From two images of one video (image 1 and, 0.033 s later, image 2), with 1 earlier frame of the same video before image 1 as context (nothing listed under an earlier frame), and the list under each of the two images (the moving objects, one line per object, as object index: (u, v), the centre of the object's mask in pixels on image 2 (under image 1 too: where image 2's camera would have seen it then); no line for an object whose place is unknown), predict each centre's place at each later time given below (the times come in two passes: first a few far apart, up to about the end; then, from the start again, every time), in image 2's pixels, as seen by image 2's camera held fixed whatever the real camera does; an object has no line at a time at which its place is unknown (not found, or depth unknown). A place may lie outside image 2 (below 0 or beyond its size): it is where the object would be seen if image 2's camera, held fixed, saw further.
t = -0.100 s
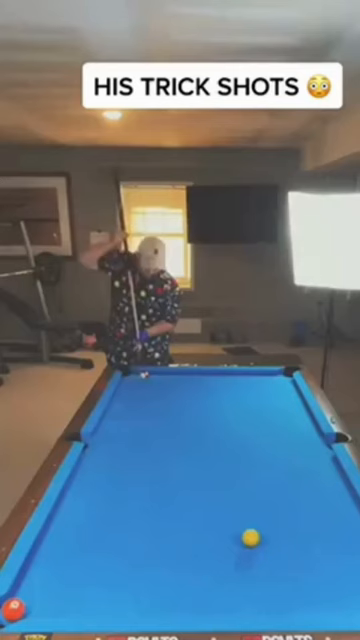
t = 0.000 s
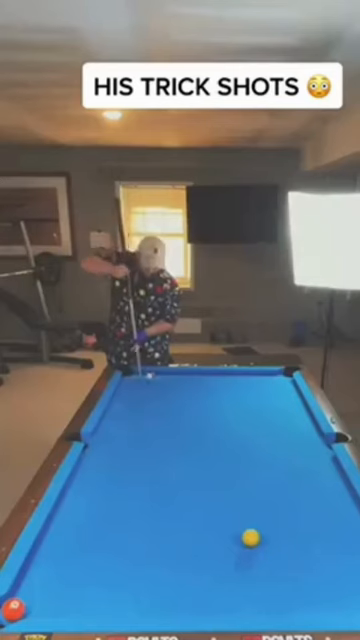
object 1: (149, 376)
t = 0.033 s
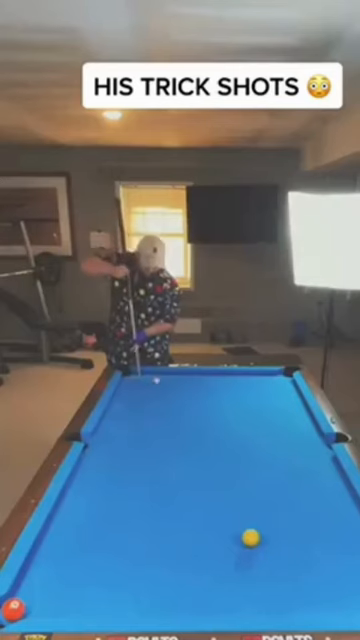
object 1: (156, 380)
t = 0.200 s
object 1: (191, 400)
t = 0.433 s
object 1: (237, 428)
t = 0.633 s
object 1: (276, 454)
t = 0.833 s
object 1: (308, 481)
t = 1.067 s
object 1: (331, 513)
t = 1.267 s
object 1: (335, 539)
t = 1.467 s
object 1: (320, 562)
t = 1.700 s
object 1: (277, 586)
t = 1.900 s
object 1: (216, 597)
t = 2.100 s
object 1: (140, 602)
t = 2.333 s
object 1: (50, 609)
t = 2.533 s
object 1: (27, 610)
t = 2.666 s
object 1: (11, 613)
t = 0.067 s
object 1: (162, 385)
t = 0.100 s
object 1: (170, 388)
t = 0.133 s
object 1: (176, 392)
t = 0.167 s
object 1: (184, 395)
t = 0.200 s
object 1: (191, 400)
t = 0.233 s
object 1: (199, 404)
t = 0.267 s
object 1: (205, 408)
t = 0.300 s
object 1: (211, 412)
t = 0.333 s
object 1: (217, 415)
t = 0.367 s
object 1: (224, 421)
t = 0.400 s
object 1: (232, 424)
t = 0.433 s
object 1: (237, 428)
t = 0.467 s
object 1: (244, 433)
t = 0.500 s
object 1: (251, 437)
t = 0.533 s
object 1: (258, 440)
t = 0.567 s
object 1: (264, 444)
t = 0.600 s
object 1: (270, 449)
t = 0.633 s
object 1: (276, 454)
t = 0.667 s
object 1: (282, 459)
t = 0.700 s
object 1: (288, 463)
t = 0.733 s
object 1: (293, 468)
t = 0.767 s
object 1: (299, 472)
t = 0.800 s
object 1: (303, 477)
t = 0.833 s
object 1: (308, 481)
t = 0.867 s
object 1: (312, 486)
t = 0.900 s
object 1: (316, 491)
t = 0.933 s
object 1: (320, 495)
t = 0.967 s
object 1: (323, 499)
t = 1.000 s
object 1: (326, 504)
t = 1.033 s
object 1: (328, 509)
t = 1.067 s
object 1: (331, 513)
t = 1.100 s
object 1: (333, 517)
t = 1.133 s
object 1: (335, 523)
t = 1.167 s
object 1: (335, 528)
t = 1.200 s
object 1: (335, 532)
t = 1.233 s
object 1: (335, 536)
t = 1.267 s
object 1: (335, 539)
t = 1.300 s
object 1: (334, 542)
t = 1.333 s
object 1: (333, 548)
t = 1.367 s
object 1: (330, 552)
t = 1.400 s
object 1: (328, 554)
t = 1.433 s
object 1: (325, 560)
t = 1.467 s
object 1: (320, 562)
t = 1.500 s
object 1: (318, 567)
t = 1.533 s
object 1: (311, 570)
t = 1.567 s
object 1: (307, 574)
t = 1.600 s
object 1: (299, 576)
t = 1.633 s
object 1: (293, 580)
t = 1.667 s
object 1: (285, 582)
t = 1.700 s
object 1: (277, 586)
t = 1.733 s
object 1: (270, 587)
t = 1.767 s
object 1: (258, 589)
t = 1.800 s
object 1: (250, 593)
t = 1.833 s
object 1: (240, 593)
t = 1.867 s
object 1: (227, 595)
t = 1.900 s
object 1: (216, 597)
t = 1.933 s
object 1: (206, 598)
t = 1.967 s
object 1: (193, 598)
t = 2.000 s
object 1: (178, 601)
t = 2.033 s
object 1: (166, 602)
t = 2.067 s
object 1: (154, 602)
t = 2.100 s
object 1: (140, 602)
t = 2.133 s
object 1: (126, 604)
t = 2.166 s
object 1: (114, 606)
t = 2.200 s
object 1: (102, 606)
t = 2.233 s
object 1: (88, 605)
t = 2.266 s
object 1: (74, 606)
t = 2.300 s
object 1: (61, 608)
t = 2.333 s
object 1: (50, 609)
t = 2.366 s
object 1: (37, 608)
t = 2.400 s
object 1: (33, 609)
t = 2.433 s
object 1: (31, 610)
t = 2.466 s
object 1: (30, 611)
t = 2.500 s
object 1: (29, 610)
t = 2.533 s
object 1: (27, 610)
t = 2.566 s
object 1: (24, 610)
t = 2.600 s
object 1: (19, 611)
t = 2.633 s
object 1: (15, 611)
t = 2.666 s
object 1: (11, 613)
